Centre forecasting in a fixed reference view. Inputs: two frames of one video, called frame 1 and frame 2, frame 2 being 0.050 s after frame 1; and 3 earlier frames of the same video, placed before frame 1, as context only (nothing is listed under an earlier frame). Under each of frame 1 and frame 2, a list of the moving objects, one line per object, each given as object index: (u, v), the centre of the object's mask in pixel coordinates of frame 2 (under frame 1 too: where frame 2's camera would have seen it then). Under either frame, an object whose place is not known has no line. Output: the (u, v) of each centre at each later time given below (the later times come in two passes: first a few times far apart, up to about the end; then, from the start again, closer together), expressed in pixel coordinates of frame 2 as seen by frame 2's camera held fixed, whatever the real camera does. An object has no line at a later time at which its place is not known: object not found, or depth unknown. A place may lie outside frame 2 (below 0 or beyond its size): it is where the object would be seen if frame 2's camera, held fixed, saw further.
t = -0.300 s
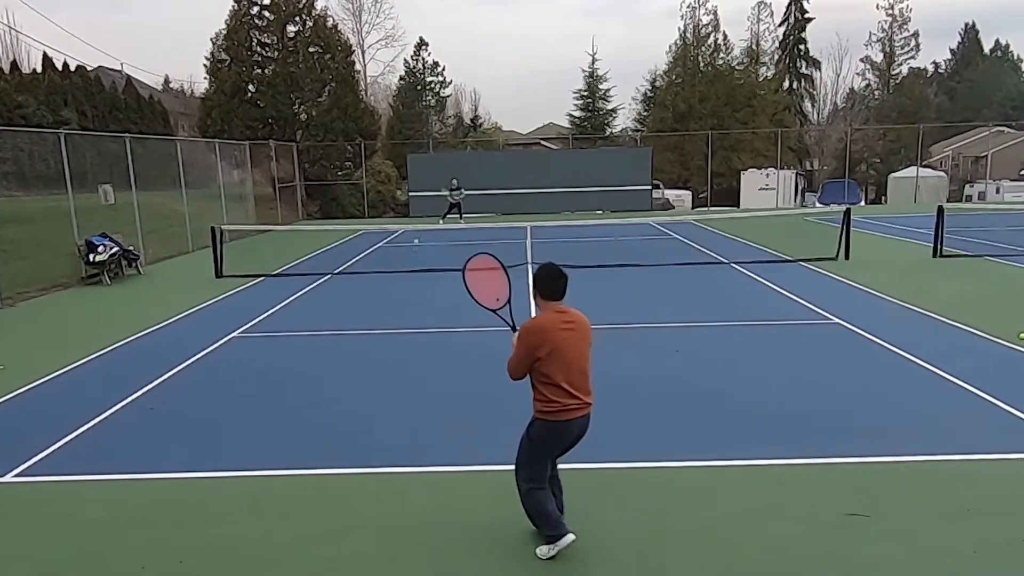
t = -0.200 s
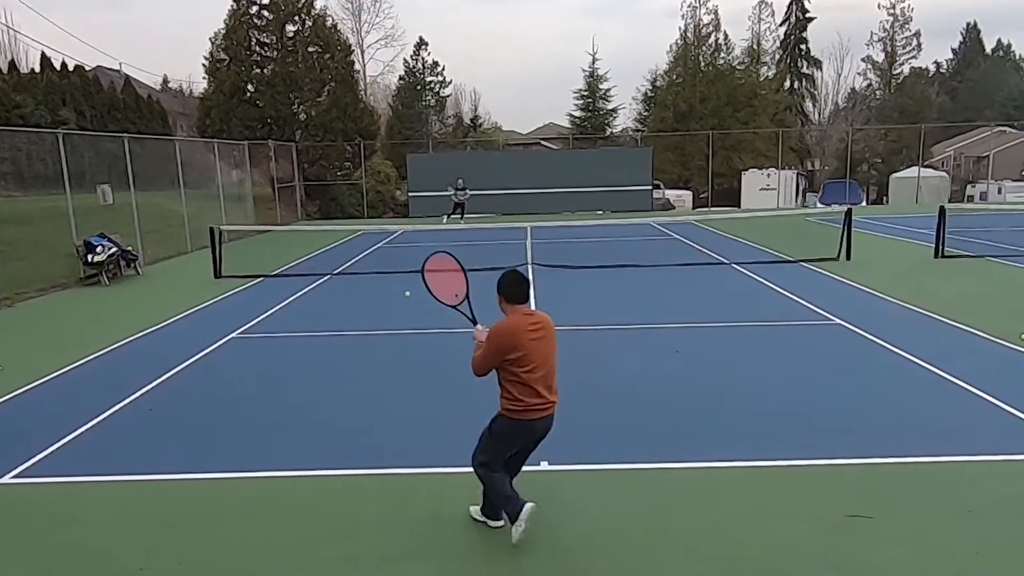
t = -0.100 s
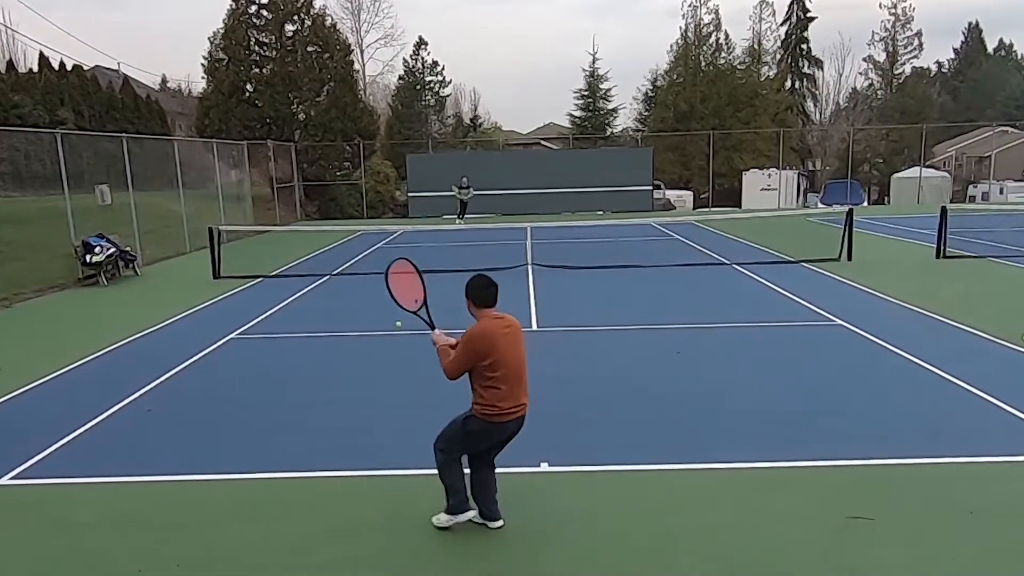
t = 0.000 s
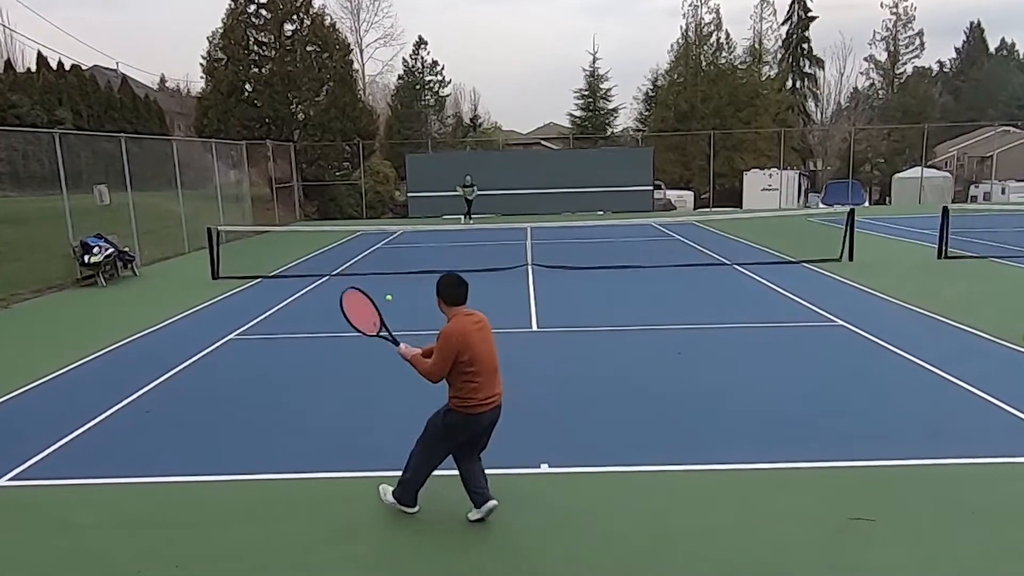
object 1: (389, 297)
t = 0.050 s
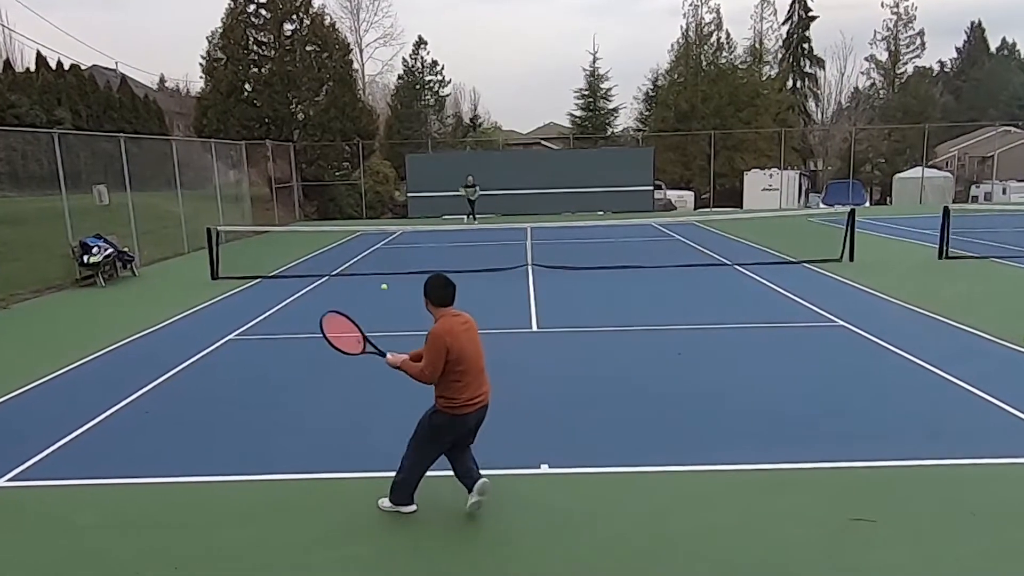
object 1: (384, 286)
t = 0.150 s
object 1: (373, 270)
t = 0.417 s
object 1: (345, 276)
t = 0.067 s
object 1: (382, 284)
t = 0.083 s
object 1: (380, 281)
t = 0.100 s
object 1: (379, 277)
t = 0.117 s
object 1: (377, 275)
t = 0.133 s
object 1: (375, 272)
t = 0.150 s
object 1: (373, 270)
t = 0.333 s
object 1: (355, 265)
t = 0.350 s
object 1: (353, 266)
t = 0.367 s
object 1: (350, 268)
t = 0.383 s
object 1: (348, 270)
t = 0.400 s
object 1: (346, 273)
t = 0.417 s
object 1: (345, 276)
